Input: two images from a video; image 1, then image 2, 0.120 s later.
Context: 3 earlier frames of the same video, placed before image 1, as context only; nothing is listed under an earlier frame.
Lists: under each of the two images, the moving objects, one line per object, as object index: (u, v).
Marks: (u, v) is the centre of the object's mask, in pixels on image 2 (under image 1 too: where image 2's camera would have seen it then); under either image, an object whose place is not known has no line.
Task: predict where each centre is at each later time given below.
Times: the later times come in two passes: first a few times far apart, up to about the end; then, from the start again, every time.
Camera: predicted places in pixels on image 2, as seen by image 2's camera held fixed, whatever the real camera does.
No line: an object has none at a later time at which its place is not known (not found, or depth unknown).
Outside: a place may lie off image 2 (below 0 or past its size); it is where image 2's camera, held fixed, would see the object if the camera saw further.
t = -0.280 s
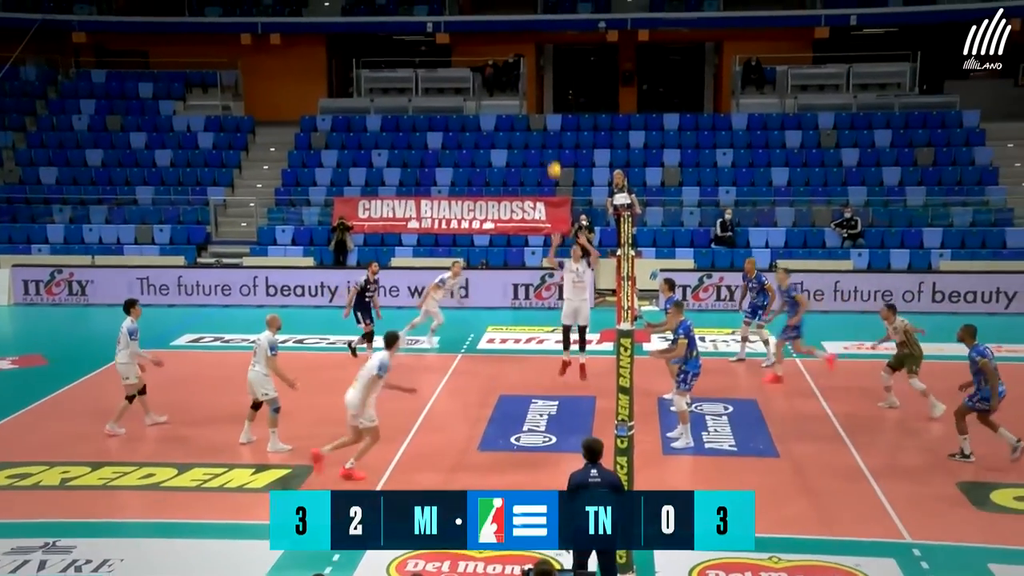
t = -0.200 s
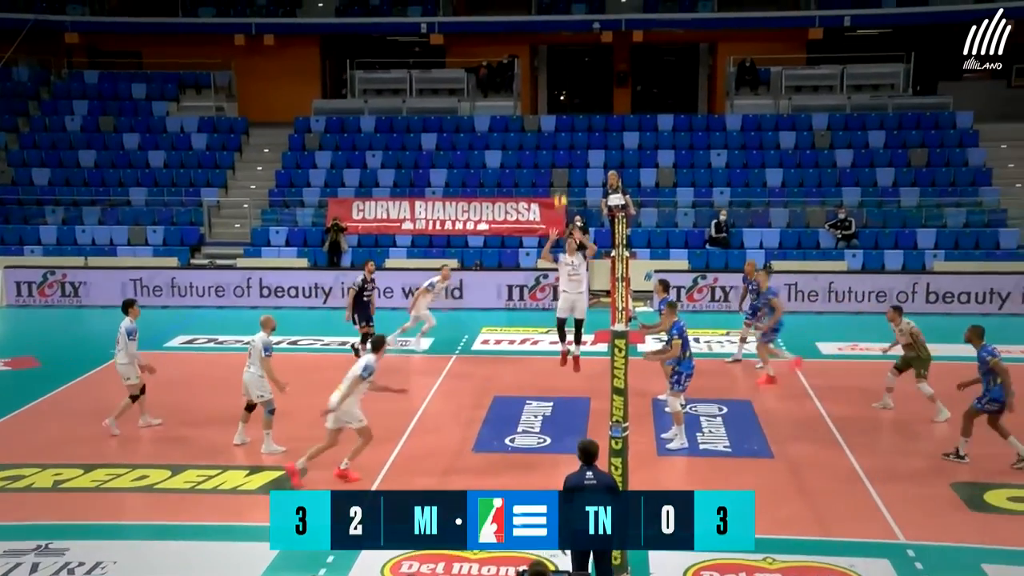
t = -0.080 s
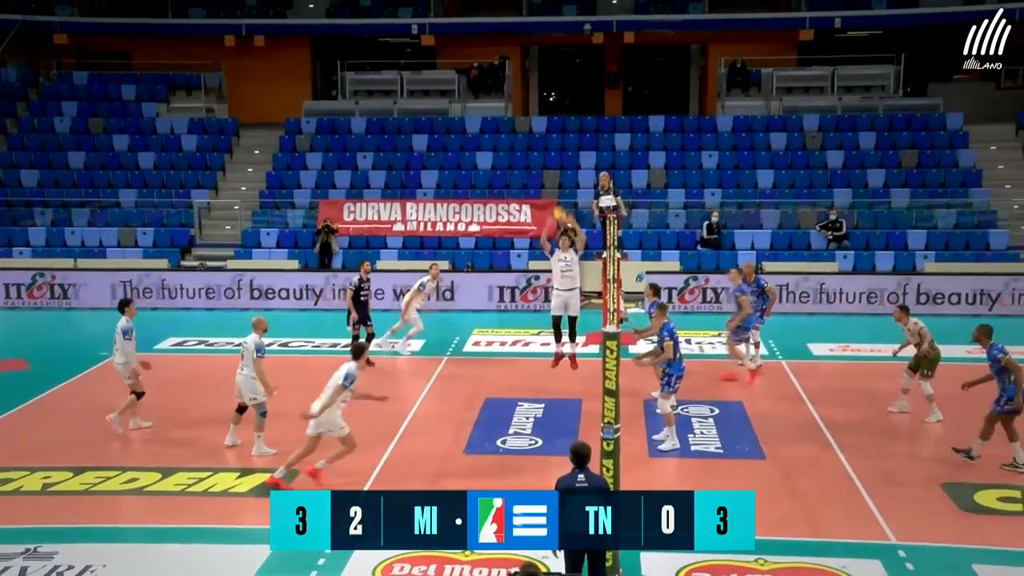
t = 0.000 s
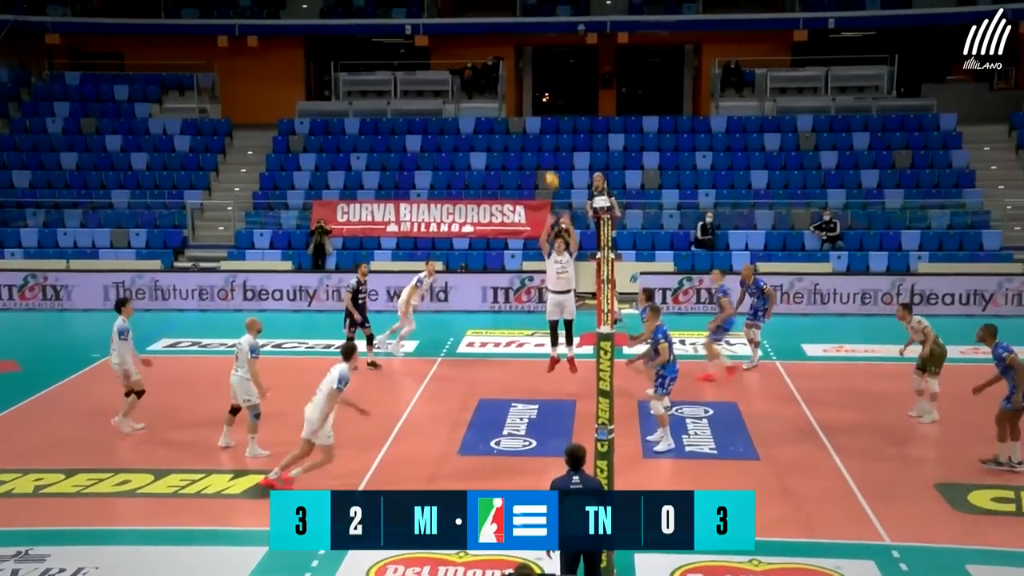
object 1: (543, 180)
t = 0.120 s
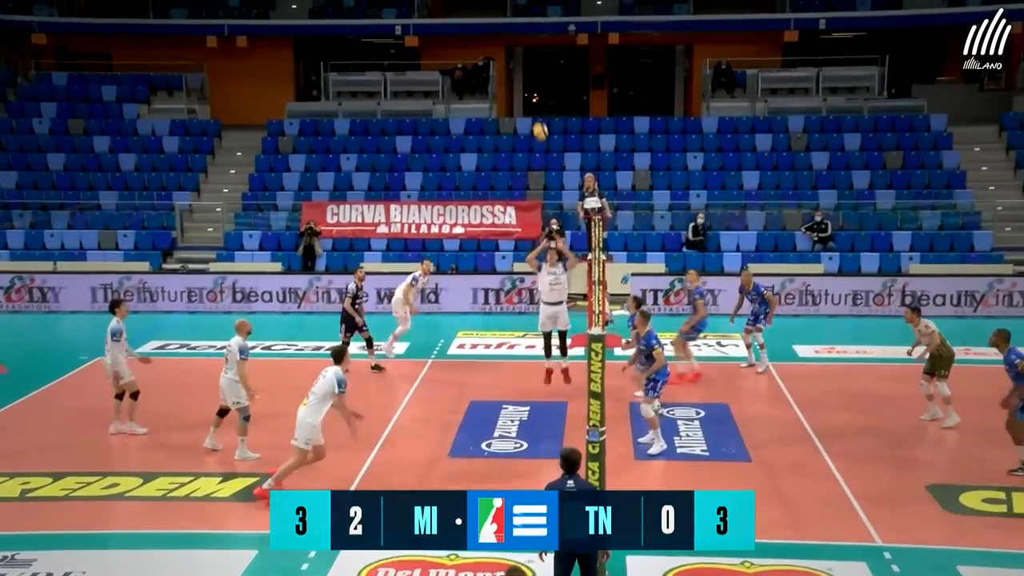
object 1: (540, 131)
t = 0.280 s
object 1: (536, 78)
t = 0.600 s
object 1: (524, 18)
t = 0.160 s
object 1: (539, 117)
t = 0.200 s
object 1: (538, 103)
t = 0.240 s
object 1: (537, 90)
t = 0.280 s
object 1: (536, 78)
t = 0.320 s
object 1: (535, 67)
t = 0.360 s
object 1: (533, 56)
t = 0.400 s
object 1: (532, 48)
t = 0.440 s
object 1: (530, 40)
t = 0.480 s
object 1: (529, 32)
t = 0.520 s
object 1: (527, 27)
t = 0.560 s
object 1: (526, 22)
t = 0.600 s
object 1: (524, 18)
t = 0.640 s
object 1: (523, 15)
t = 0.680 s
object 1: (521, 14)
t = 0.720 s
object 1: (519, 14)
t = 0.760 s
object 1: (517, 15)
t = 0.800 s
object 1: (515, 17)
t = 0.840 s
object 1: (514, 21)
